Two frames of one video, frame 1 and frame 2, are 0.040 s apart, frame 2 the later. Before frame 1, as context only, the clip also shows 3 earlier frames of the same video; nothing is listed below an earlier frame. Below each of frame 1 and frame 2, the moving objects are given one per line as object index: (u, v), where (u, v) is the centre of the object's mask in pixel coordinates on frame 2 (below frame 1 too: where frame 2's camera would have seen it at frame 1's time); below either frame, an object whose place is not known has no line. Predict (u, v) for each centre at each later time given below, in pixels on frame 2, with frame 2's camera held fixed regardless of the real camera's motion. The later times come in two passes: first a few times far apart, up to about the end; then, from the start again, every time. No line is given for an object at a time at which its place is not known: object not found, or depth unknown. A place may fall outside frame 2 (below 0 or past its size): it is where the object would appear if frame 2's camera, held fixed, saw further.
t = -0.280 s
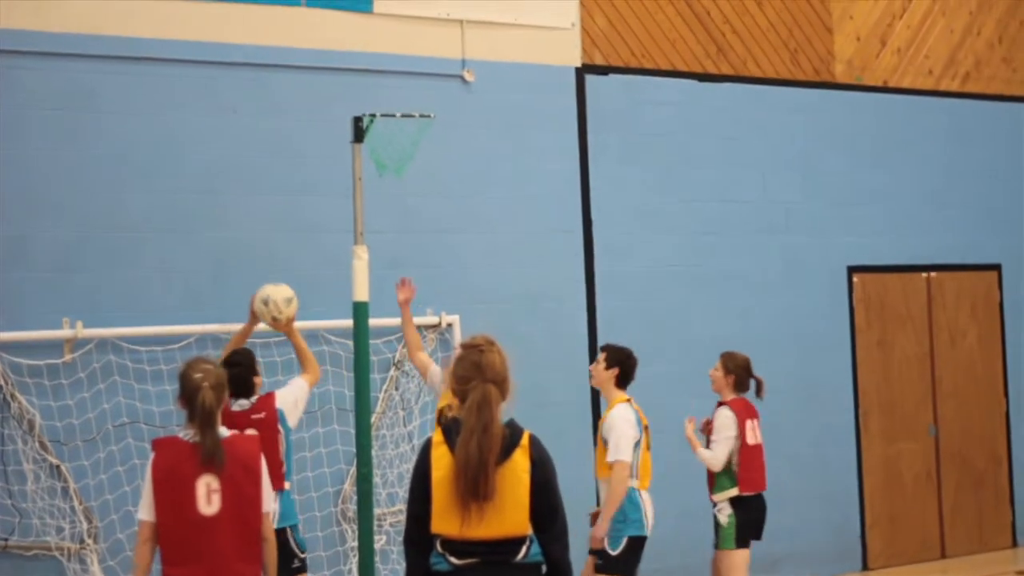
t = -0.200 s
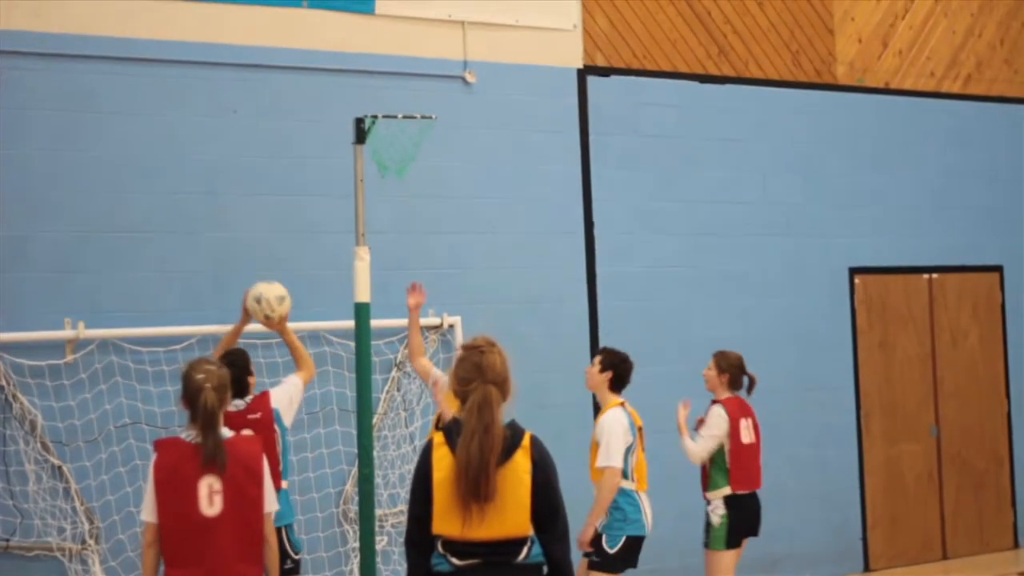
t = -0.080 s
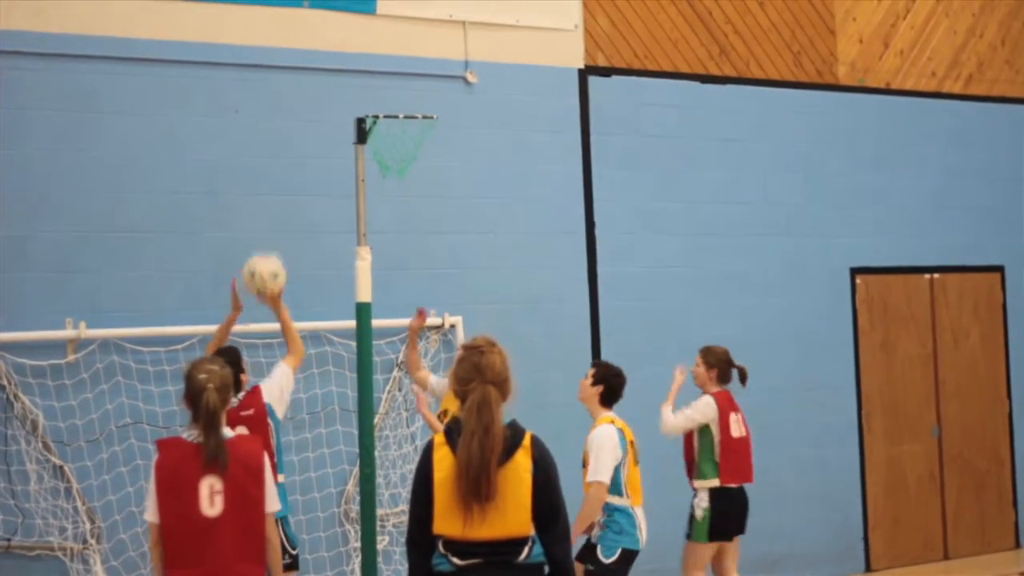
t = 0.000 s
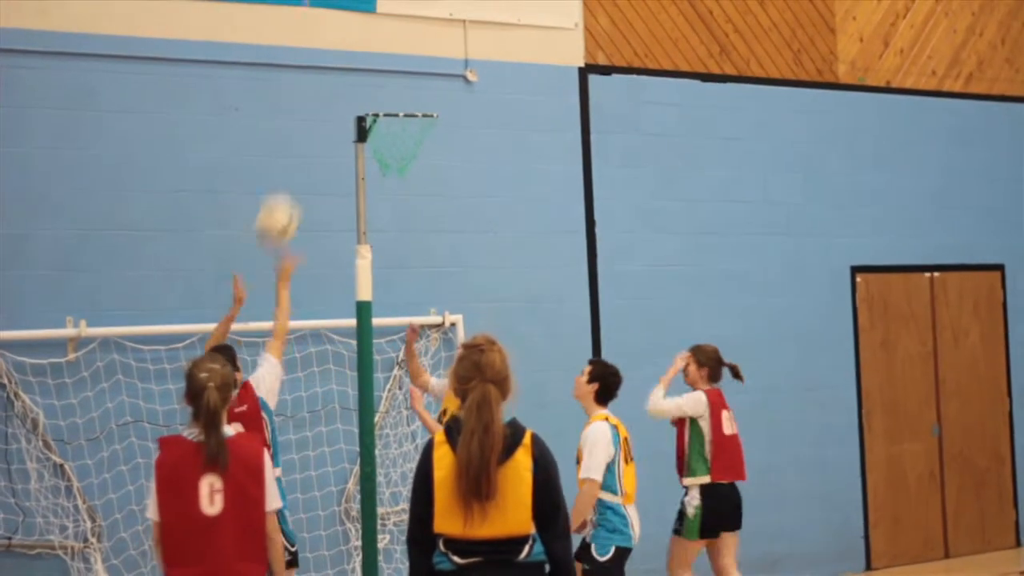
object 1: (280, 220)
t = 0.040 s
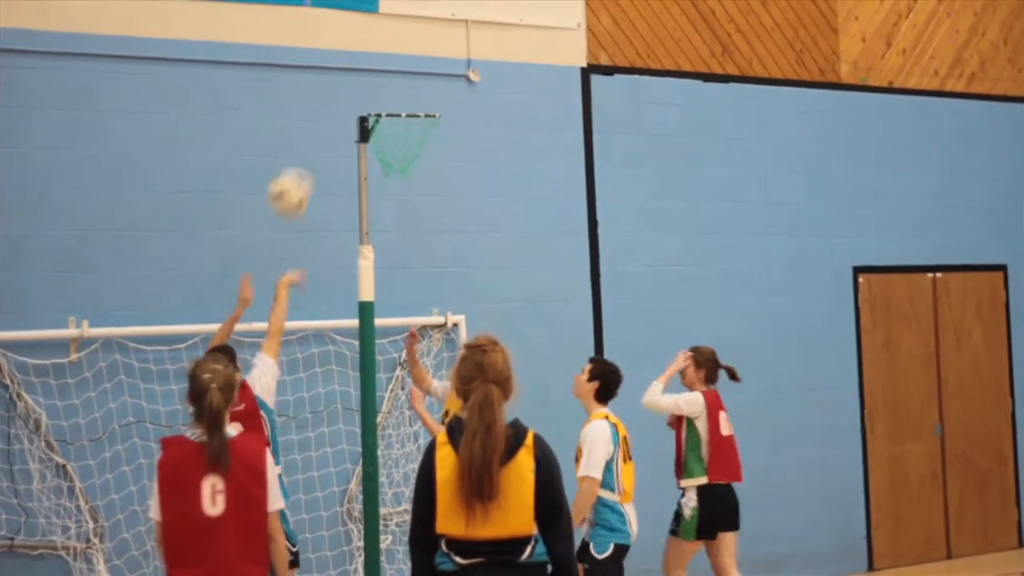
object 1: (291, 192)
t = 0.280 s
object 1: (353, 87)
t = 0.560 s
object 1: (427, 97)
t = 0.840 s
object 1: (399, 141)
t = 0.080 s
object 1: (300, 166)
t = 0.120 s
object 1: (311, 144)
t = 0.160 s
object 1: (322, 124)
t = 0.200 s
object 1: (332, 109)
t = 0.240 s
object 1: (342, 96)
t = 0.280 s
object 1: (353, 87)
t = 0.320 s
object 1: (364, 81)
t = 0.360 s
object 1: (375, 76)
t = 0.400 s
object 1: (386, 76)
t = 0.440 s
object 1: (397, 77)
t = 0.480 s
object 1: (408, 82)
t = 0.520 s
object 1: (419, 88)
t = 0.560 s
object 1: (427, 97)
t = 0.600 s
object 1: (424, 97)
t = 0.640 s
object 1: (420, 96)
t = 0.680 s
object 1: (415, 99)
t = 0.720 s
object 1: (411, 107)
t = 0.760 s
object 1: (407, 117)
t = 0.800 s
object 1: (402, 131)
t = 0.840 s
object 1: (399, 141)
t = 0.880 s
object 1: (395, 155)
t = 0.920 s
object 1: (394, 169)
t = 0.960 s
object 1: (395, 184)
